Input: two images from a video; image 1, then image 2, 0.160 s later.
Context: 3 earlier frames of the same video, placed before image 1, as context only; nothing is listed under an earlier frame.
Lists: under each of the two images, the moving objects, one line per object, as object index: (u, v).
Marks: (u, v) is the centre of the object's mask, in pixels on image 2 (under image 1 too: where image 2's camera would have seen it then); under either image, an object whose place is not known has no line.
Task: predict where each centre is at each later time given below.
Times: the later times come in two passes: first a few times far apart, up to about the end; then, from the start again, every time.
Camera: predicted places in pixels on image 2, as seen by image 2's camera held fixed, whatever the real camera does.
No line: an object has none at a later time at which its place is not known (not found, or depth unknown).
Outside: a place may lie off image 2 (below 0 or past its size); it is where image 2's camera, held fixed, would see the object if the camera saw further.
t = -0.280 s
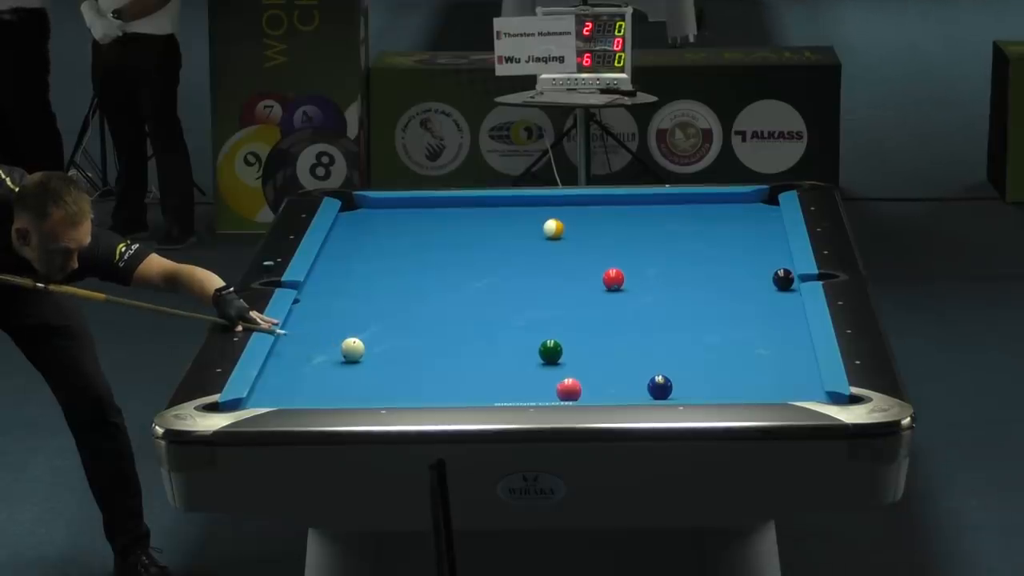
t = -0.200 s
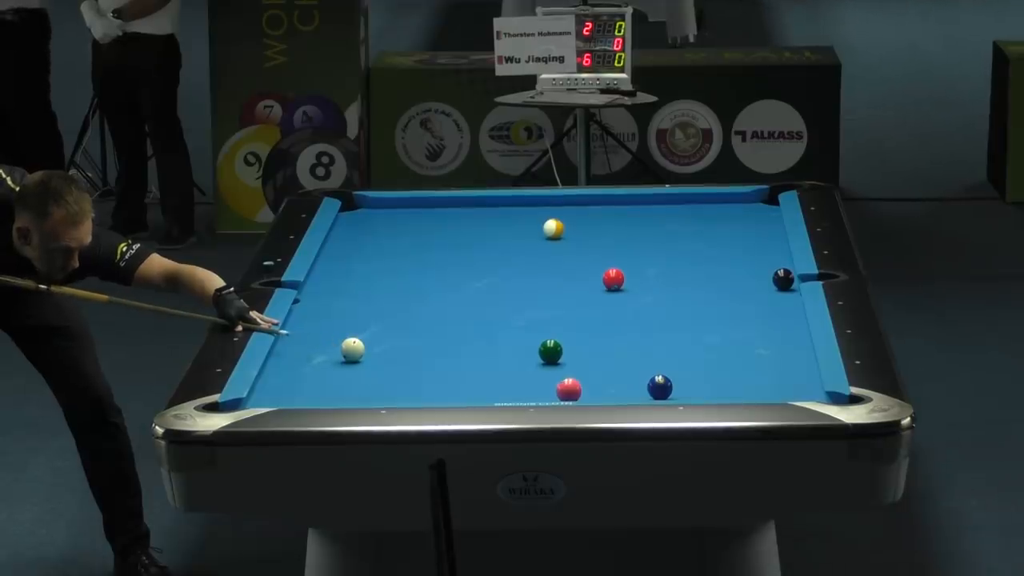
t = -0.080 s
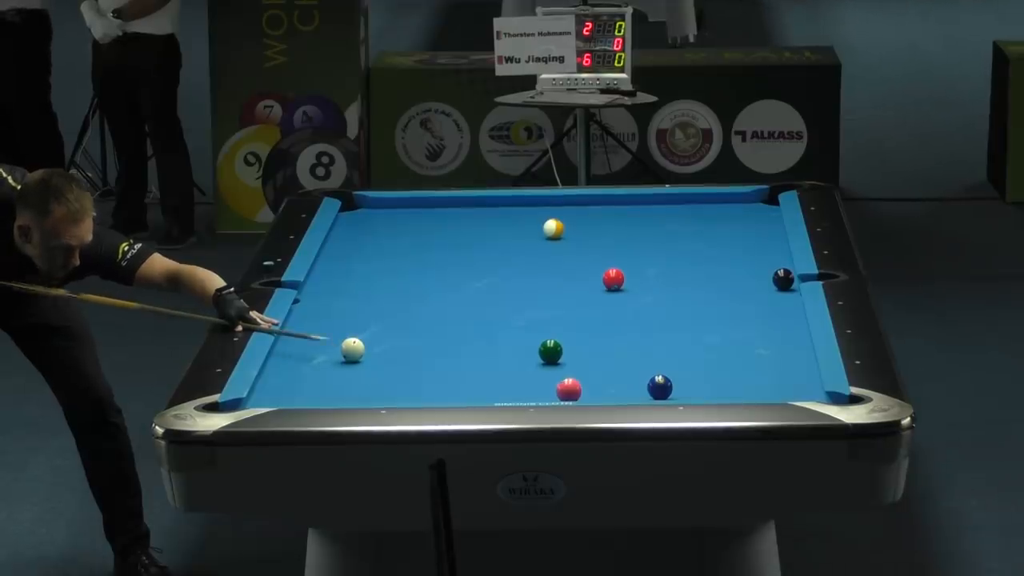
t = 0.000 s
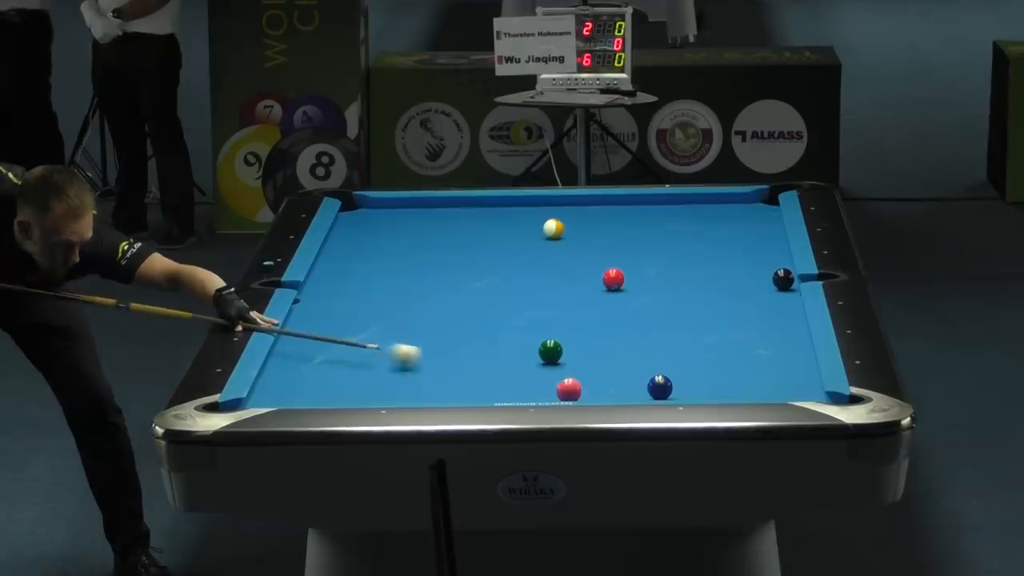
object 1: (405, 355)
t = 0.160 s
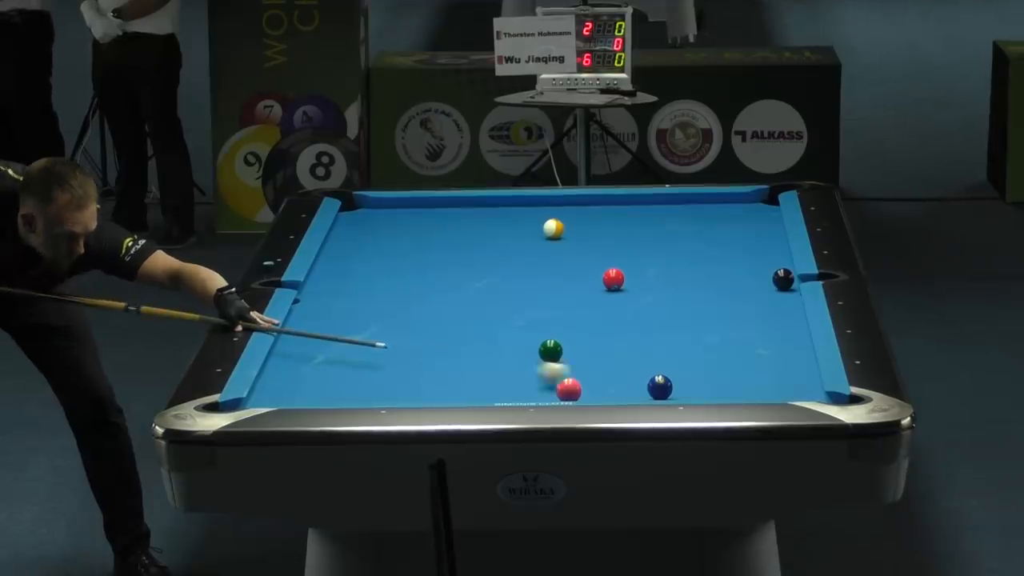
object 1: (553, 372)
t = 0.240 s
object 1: (631, 384)
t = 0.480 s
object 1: (653, 391)
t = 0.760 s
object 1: (714, 392)
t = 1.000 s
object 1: (764, 388)
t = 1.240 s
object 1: (808, 382)
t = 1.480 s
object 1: (779, 375)
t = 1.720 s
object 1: (755, 368)
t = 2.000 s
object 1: (728, 361)
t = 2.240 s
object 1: (707, 355)
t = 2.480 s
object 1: (688, 350)
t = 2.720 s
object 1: (670, 346)
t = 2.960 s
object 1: (653, 341)
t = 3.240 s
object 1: (636, 337)
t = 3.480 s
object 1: (622, 334)
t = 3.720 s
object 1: (610, 330)
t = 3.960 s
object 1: (599, 328)
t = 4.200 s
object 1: (589, 325)
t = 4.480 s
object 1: (580, 324)
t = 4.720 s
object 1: (573, 322)
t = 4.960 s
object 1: (567, 321)
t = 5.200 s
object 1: (564, 321)
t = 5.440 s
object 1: (561, 320)
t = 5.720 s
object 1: (560, 320)
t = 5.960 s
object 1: (560, 320)
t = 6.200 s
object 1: (560, 320)
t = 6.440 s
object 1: (560, 320)
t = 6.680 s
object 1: (560, 320)
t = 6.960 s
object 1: (560, 320)
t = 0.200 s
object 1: (592, 378)
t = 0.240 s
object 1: (631, 384)
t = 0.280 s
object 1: (636, 386)
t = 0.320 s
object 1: (636, 387)
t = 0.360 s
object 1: (638, 388)
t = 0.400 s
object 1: (642, 389)
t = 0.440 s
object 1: (647, 390)
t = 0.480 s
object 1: (653, 391)
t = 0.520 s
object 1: (660, 392)
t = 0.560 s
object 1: (668, 393)
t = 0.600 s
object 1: (677, 394)
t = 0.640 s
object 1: (686, 394)
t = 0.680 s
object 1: (695, 393)
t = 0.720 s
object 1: (705, 393)
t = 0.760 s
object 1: (714, 392)
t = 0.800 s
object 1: (722, 391)
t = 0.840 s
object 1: (730, 391)
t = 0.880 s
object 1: (739, 390)
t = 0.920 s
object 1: (748, 389)
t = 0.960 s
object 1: (756, 388)
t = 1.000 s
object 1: (764, 388)
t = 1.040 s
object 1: (772, 387)
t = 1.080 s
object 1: (781, 386)
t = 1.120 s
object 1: (789, 385)
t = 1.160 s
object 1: (797, 384)
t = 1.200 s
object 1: (804, 383)
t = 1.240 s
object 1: (808, 382)
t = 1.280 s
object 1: (802, 381)
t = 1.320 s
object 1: (797, 380)
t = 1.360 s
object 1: (793, 378)
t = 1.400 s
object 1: (789, 377)
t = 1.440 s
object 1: (784, 376)
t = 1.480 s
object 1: (779, 375)
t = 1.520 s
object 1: (775, 374)
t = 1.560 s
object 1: (771, 373)
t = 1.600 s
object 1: (767, 371)
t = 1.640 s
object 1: (763, 370)
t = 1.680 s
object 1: (759, 370)
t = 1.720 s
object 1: (755, 368)
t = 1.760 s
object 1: (751, 367)
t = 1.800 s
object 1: (747, 366)
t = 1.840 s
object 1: (743, 365)
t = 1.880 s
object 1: (739, 364)
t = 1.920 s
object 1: (735, 363)
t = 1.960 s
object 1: (732, 362)
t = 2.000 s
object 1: (728, 361)
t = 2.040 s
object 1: (724, 360)
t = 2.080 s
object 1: (721, 359)
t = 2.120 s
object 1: (718, 358)
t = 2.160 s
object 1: (714, 357)
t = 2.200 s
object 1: (711, 356)
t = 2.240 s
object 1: (707, 355)
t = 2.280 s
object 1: (704, 354)
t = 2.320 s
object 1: (701, 354)
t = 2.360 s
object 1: (697, 353)
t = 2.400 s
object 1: (694, 352)
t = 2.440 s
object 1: (691, 351)
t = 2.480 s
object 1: (688, 350)
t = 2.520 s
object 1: (685, 349)
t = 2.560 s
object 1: (682, 349)
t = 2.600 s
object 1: (679, 348)
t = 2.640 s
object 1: (676, 347)
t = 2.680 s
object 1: (673, 346)
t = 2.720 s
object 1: (670, 346)
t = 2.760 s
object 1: (667, 345)
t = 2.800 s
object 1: (664, 344)
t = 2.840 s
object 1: (661, 344)
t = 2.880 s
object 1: (659, 343)
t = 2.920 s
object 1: (656, 342)
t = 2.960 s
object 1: (653, 341)
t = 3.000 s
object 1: (651, 341)
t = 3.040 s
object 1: (649, 340)
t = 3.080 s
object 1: (646, 339)
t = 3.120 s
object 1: (643, 339)
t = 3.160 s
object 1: (641, 338)
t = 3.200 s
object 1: (638, 337)
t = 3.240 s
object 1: (636, 337)
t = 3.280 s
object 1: (634, 336)
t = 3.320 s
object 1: (632, 336)
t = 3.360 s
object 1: (629, 335)
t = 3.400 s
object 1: (627, 334)
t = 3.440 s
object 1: (624, 334)
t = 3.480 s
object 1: (622, 334)
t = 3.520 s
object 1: (620, 333)
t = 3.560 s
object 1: (618, 332)
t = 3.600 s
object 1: (616, 332)
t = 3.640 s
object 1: (614, 331)
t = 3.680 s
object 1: (612, 331)
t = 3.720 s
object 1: (610, 330)
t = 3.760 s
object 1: (608, 330)
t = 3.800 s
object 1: (606, 329)
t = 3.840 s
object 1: (604, 329)
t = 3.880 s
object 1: (602, 329)
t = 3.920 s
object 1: (601, 328)
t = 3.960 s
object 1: (599, 328)
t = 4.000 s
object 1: (597, 327)
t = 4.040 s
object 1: (596, 327)
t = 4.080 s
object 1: (594, 327)
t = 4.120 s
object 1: (593, 326)
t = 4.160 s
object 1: (591, 326)
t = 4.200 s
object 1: (589, 325)
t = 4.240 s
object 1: (588, 325)
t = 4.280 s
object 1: (586, 325)
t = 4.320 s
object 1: (585, 325)
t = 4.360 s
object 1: (584, 325)
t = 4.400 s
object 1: (582, 324)
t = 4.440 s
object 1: (581, 324)
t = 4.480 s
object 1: (580, 324)
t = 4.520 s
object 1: (579, 323)
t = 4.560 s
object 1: (577, 323)
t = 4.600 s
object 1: (576, 323)
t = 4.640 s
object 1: (575, 322)
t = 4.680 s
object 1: (574, 322)
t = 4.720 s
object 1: (573, 322)
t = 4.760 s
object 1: (572, 322)
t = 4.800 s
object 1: (571, 322)
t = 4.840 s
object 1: (570, 322)
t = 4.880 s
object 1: (569, 321)
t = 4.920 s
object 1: (568, 321)
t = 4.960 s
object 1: (567, 321)
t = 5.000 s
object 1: (566, 321)
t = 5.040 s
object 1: (566, 321)
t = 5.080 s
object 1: (565, 321)
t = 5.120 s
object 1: (565, 321)
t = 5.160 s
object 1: (564, 321)
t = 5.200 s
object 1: (564, 321)
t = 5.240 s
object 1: (563, 320)
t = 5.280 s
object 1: (563, 320)
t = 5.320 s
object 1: (562, 320)
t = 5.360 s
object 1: (562, 320)
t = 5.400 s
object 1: (562, 320)
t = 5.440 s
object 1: (561, 320)
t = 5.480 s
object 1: (561, 320)
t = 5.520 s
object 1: (561, 320)
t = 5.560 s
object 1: (561, 320)
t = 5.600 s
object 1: (561, 320)
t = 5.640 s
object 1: (560, 320)
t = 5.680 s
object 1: (560, 320)
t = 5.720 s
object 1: (560, 320)
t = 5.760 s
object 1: (560, 320)
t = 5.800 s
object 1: (560, 320)
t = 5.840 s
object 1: (560, 319)
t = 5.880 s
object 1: (560, 320)
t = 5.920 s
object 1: (560, 319)
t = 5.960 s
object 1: (560, 320)
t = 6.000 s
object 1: (560, 320)
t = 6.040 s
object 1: (560, 320)
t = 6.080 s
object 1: (560, 320)
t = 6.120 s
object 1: (560, 320)
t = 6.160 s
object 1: (560, 319)
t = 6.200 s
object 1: (560, 320)
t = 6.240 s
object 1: (560, 320)
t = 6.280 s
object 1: (560, 320)
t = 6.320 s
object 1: (560, 320)
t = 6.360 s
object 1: (560, 320)
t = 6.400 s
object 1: (560, 320)
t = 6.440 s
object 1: (560, 320)
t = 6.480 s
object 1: (560, 320)
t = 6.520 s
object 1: (560, 320)
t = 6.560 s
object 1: (560, 320)
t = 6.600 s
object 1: (560, 320)
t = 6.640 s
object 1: (560, 320)
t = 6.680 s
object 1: (560, 320)
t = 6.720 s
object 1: (560, 320)
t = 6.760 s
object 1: (560, 320)
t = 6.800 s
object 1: (560, 320)
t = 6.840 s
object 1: (560, 320)
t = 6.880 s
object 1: (560, 320)
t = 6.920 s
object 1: (560, 320)
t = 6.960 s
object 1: (560, 320)
